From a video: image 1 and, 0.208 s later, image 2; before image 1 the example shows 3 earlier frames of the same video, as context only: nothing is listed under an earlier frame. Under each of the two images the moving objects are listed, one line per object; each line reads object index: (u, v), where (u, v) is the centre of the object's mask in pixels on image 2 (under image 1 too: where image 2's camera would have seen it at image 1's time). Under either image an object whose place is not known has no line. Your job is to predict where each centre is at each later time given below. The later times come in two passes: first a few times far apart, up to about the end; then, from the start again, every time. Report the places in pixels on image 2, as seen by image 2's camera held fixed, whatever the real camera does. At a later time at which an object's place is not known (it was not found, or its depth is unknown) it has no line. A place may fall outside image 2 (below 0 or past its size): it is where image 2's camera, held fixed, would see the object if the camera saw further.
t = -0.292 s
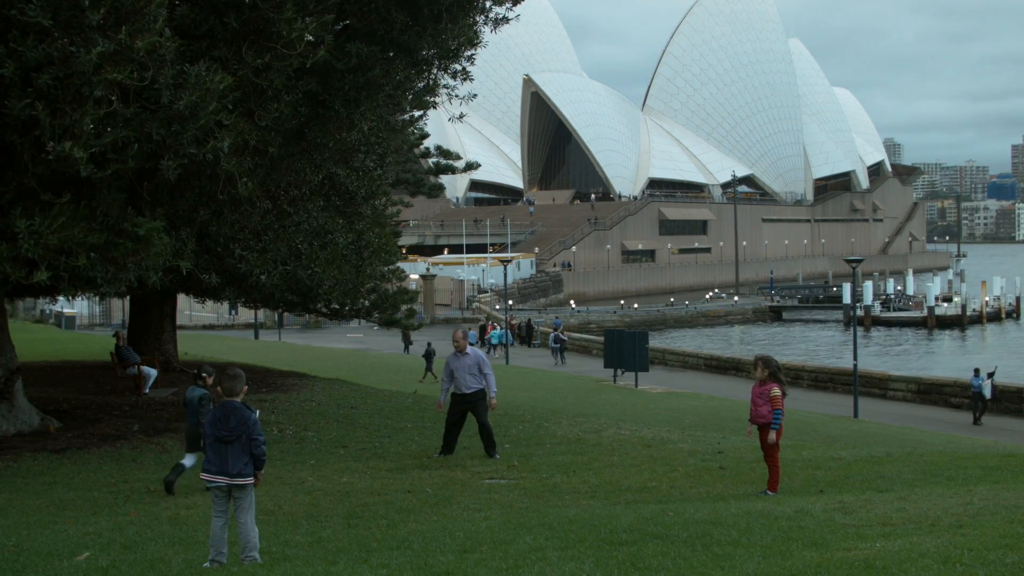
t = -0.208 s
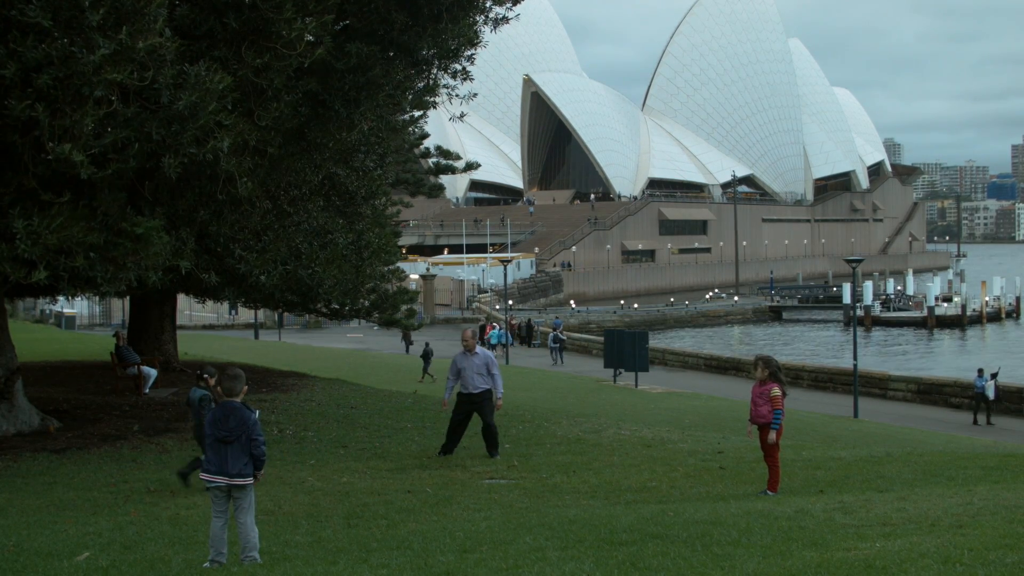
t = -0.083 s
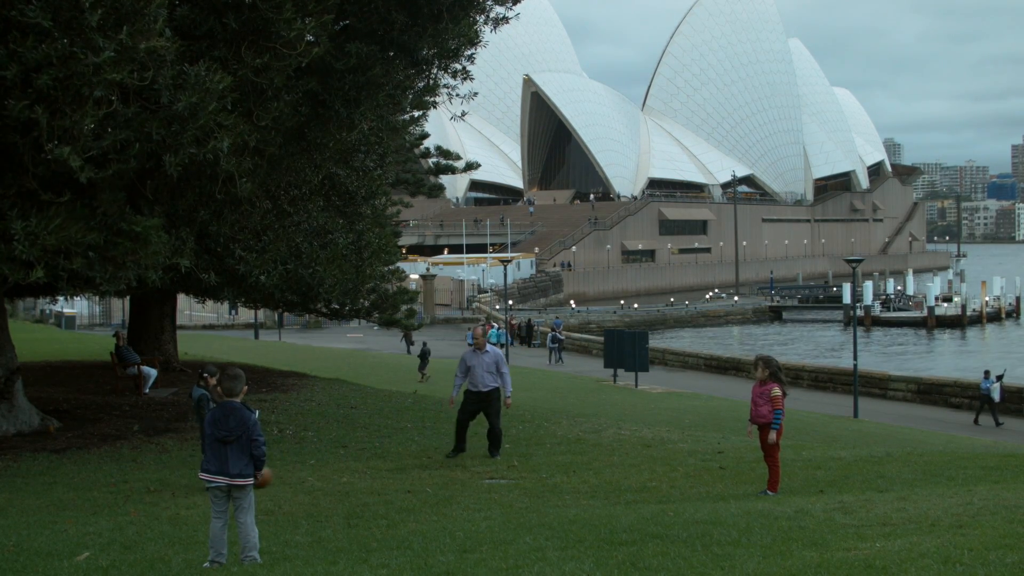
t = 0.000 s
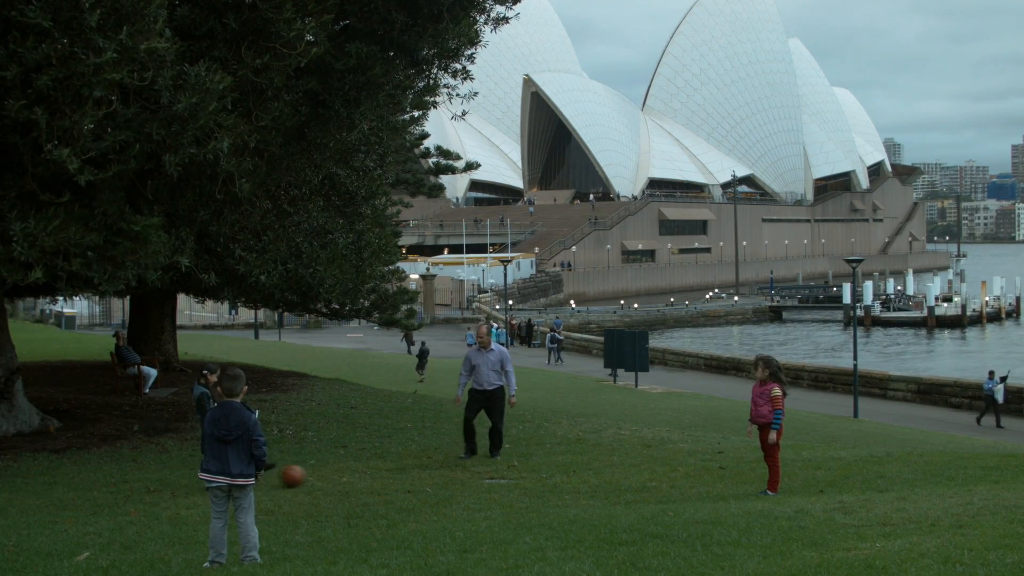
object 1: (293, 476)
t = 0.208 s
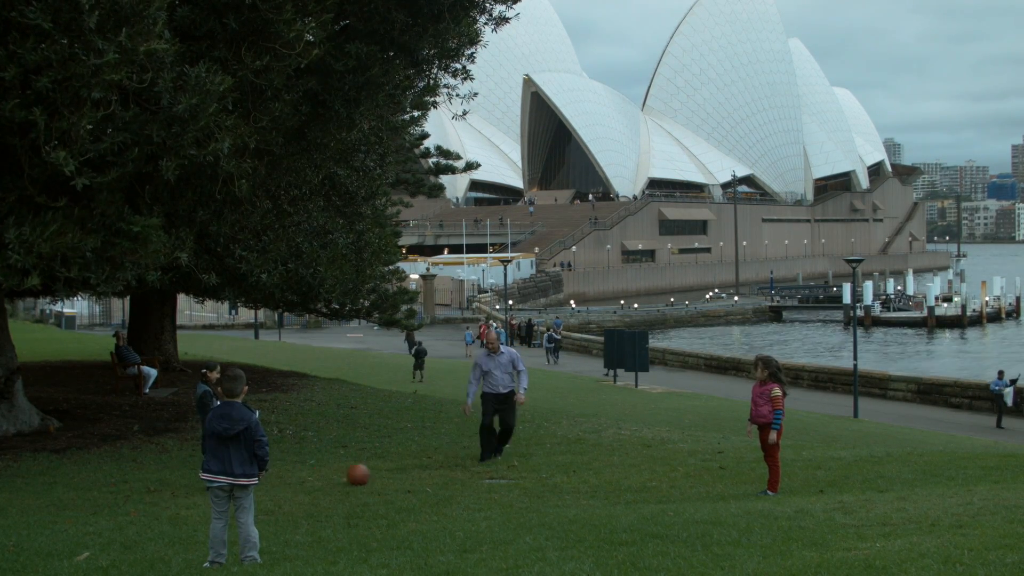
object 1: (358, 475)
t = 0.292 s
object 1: (375, 474)
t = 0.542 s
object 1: (422, 474)
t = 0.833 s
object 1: (470, 474)
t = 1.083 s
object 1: (504, 470)
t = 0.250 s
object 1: (367, 474)
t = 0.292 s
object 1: (375, 474)
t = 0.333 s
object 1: (384, 475)
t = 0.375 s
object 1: (392, 475)
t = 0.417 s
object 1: (399, 474)
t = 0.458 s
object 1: (407, 474)
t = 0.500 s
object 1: (414, 474)
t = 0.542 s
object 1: (422, 474)
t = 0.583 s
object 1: (429, 473)
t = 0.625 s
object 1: (436, 473)
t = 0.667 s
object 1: (443, 473)
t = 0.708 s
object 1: (449, 473)
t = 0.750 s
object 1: (457, 474)
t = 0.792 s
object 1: (463, 474)
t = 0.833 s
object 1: (470, 474)
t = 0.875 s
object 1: (476, 474)
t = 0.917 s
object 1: (482, 473)
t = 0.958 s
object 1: (487, 472)
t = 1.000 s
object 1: (493, 471)
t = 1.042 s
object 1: (499, 471)
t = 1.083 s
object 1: (504, 470)
